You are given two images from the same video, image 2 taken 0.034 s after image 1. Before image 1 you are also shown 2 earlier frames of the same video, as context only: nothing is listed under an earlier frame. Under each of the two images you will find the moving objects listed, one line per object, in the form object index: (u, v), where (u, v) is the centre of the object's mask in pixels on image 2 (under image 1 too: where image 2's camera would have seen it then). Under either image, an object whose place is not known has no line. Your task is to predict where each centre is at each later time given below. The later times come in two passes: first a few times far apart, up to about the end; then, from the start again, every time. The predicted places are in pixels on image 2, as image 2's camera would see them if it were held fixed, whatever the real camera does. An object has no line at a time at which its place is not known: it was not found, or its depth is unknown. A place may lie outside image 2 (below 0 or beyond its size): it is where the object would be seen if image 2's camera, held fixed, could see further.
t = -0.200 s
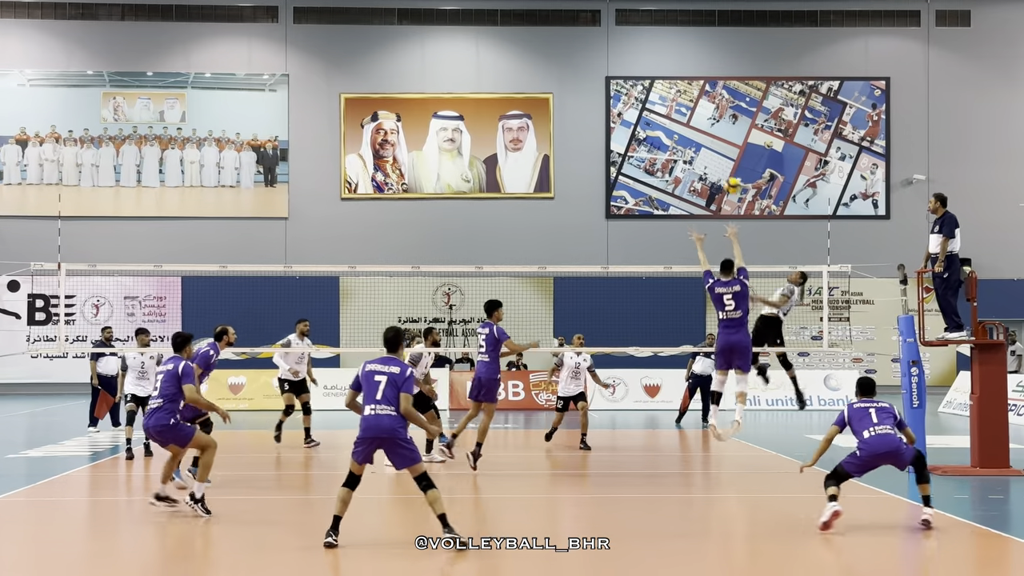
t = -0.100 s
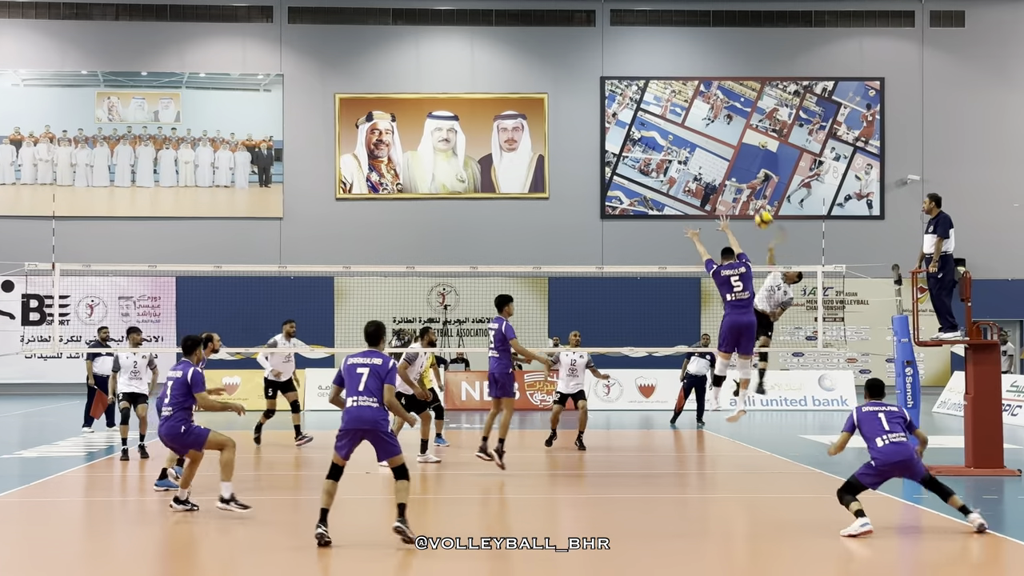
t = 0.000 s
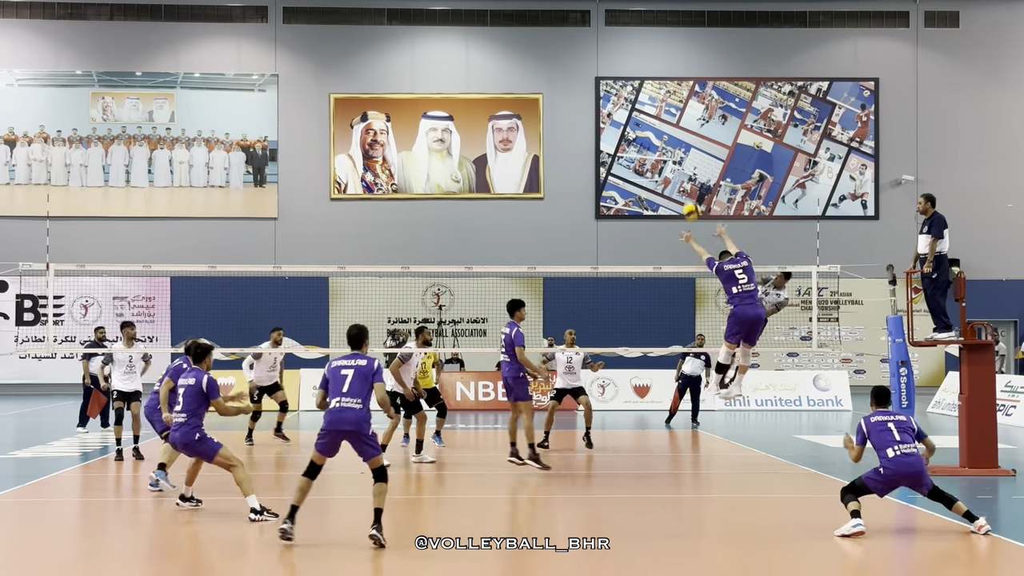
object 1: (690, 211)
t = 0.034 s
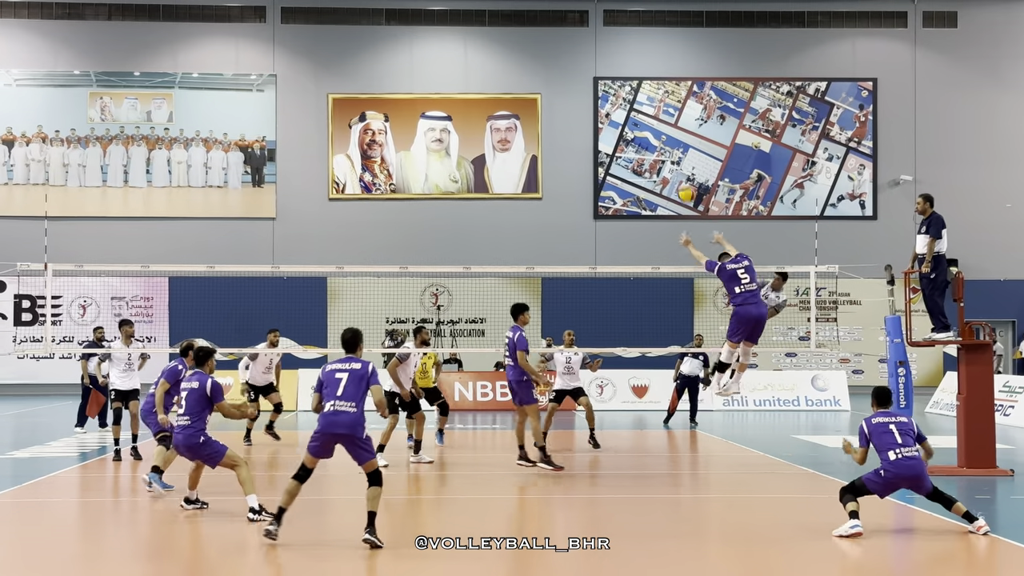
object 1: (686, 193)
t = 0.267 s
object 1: (658, 100)
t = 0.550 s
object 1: (624, 48)
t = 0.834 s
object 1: (591, 61)
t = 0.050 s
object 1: (683, 186)
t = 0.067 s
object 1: (683, 177)
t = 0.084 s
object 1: (680, 169)
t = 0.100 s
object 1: (678, 161)
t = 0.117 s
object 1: (676, 155)
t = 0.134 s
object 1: (674, 148)
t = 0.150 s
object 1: (671, 141)
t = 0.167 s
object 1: (670, 135)
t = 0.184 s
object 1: (668, 128)
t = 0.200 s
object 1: (666, 122)
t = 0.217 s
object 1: (663, 116)
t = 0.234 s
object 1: (661, 110)
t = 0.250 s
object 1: (660, 105)
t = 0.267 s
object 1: (658, 100)
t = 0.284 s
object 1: (656, 95)
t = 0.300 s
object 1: (653, 91)
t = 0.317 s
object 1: (650, 86)
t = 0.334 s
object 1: (650, 81)
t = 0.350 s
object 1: (648, 78)
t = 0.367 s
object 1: (647, 74)
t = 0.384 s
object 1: (644, 71)
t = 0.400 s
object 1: (642, 67)
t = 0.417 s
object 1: (641, 64)
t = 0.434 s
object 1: (638, 61)
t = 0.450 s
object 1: (636, 59)
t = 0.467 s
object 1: (634, 56)
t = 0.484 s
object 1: (632, 54)
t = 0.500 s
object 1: (630, 53)
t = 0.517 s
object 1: (627, 51)
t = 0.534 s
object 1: (624, 49)
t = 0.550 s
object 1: (624, 48)
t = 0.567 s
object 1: (622, 47)
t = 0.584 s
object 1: (620, 46)
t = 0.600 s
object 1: (618, 46)
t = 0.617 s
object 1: (616, 45)
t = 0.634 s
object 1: (614, 45)
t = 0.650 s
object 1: (612, 45)
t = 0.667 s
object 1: (610, 46)
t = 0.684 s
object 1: (608, 47)
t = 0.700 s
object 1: (606, 47)
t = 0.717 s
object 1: (604, 48)
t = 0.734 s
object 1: (603, 50)
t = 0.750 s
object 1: (601, 51)
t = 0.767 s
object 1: (598, 52)
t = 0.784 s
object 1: (596, 54)
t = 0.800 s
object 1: (595, 56)
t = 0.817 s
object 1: (593, 58)
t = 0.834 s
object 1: (591, 61)
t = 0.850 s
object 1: (587, 65)
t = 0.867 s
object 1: (587, 67)
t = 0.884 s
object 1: (585, 71)
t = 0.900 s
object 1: (583, 74)
